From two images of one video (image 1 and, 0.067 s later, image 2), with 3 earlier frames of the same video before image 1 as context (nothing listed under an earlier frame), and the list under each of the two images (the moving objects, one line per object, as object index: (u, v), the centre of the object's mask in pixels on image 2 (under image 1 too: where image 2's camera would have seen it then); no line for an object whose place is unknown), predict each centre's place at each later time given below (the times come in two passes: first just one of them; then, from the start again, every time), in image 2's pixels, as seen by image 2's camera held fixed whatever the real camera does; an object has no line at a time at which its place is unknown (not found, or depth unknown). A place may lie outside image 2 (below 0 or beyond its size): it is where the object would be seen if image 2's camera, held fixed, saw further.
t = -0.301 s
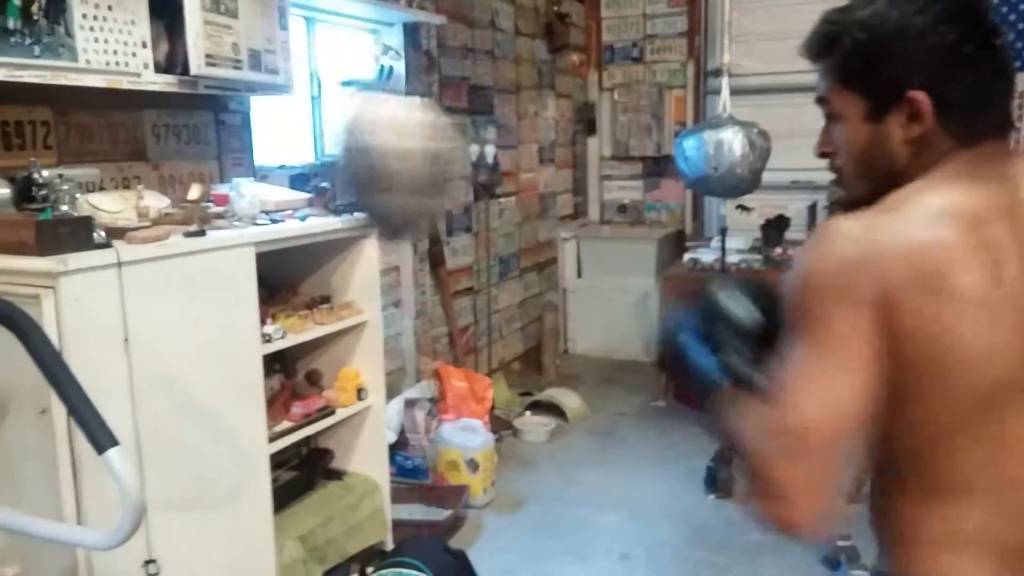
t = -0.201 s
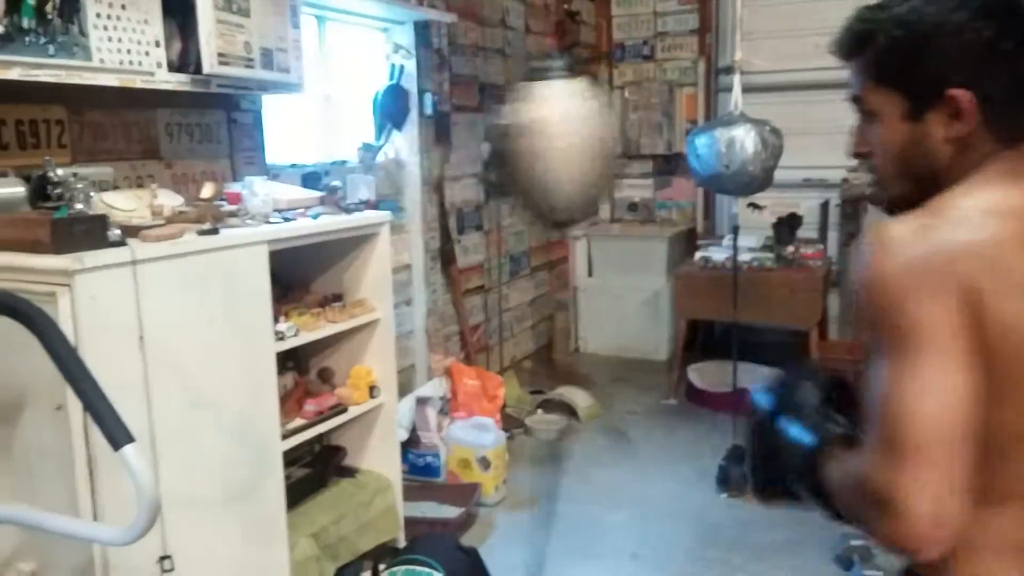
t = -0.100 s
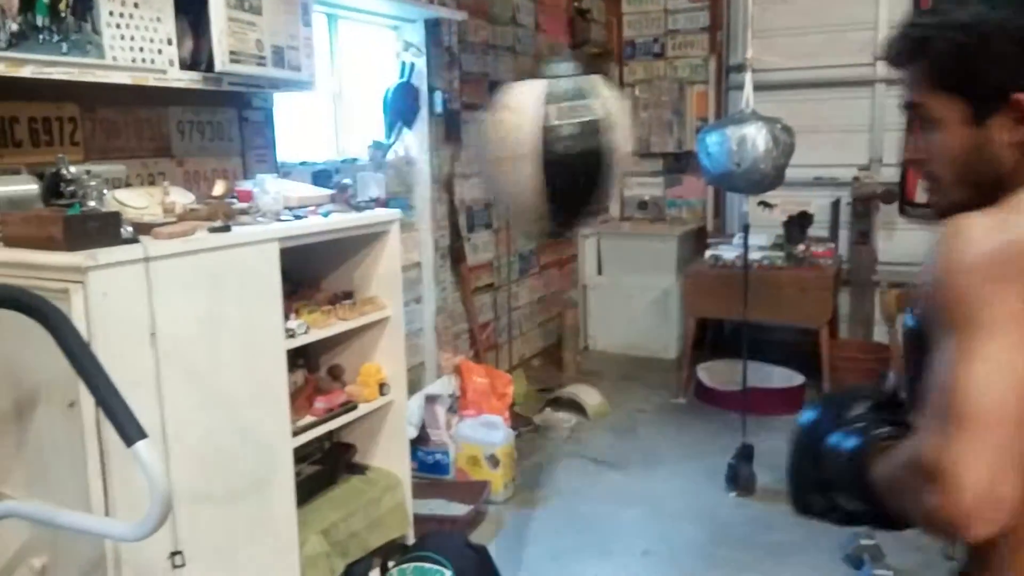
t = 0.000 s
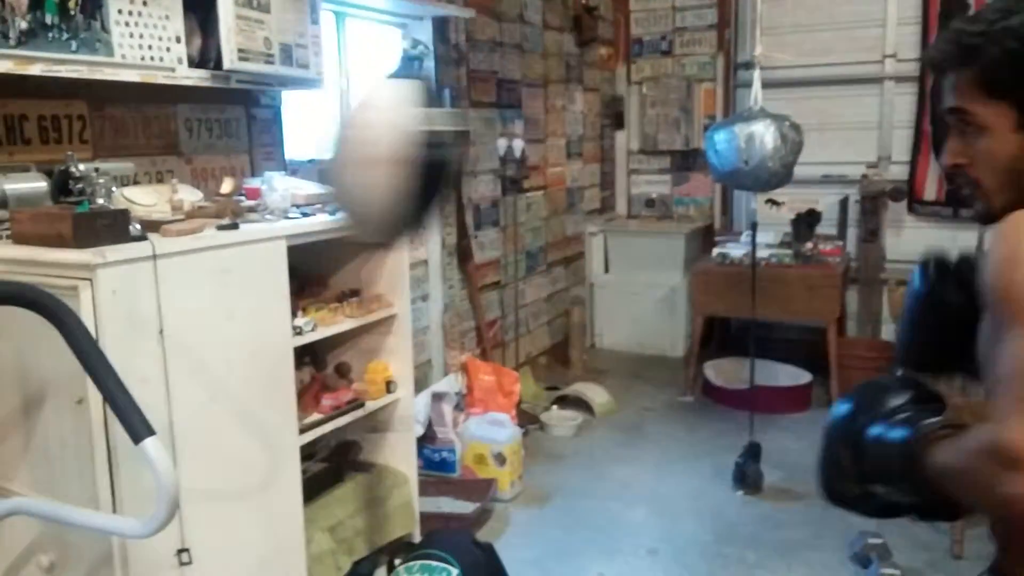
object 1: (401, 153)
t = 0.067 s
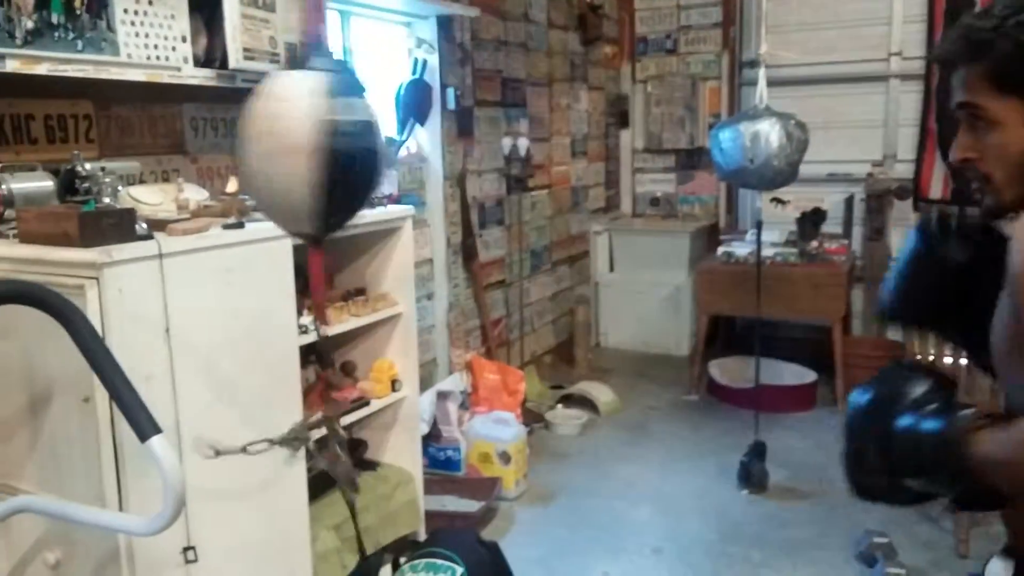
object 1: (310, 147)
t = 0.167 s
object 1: (333, 141)
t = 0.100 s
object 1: (301, 142)
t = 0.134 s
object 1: (305, 142)
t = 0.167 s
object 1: (333, 141)
